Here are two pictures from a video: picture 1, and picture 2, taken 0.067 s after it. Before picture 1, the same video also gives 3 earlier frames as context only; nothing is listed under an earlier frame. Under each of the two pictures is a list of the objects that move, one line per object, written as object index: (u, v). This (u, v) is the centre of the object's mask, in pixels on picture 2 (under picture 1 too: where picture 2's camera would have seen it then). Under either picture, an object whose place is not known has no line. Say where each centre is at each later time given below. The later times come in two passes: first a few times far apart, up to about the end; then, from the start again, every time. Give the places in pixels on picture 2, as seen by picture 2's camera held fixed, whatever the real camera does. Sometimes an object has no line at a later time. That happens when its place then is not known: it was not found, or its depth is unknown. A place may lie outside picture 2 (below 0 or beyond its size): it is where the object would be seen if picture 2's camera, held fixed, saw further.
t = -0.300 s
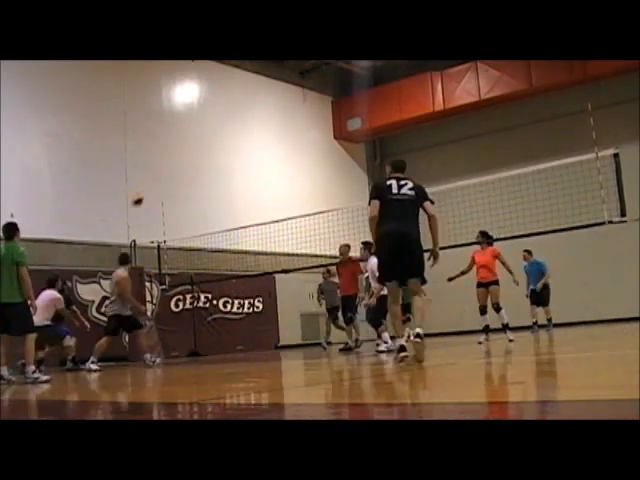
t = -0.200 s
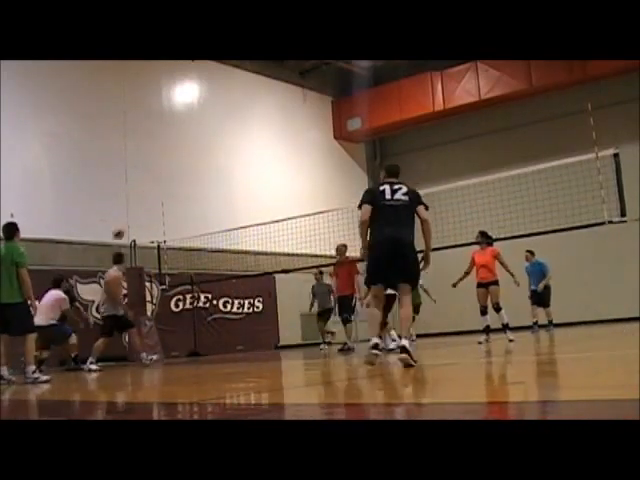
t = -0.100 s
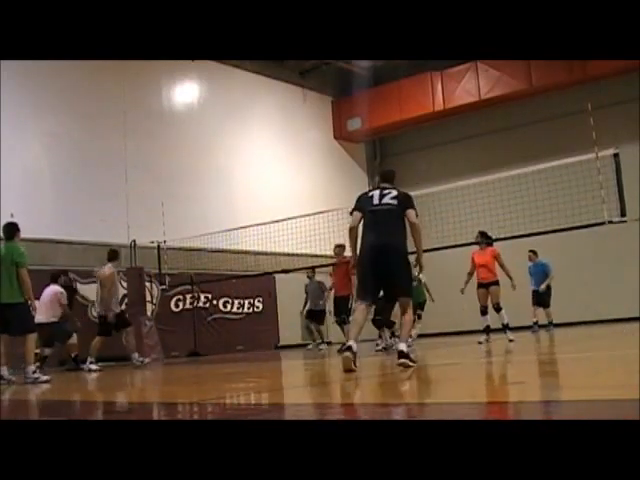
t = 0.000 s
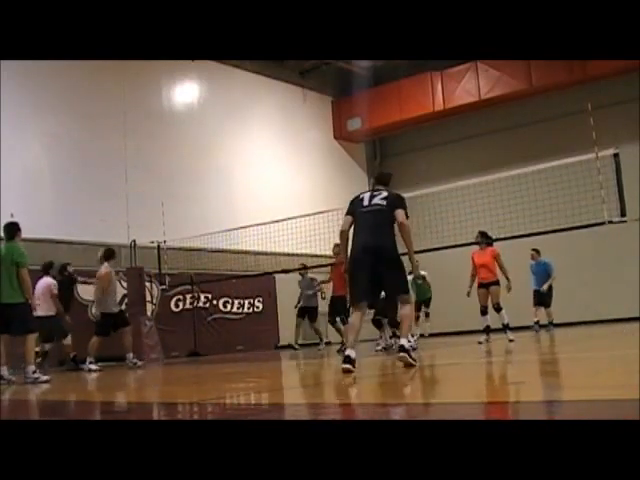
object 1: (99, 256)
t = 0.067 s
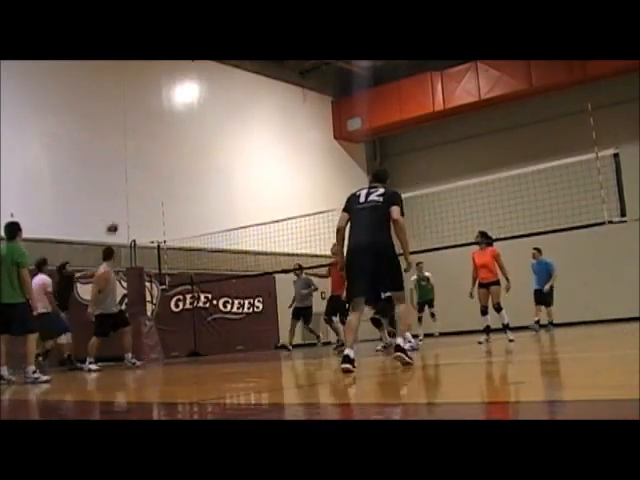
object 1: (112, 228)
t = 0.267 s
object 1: (140, 158)
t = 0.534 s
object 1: (180, 104)
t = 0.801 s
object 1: (217, 93)
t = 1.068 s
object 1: (257, 122)
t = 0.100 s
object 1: (117, 215)
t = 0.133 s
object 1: (121, 202)
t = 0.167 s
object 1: (126, 190)
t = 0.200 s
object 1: (130, 179)
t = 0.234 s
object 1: (135, 168)
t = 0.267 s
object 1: (140, 158)
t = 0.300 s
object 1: (146, 149)
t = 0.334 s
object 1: (151, 140)
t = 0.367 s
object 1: (155, 133)
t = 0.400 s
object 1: (160, 126)
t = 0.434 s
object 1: (164, 120)
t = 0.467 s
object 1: (170, 114)
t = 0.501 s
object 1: (174, 109)
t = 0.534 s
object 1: (180, 104)
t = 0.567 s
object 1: (184, 101)
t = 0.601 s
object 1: (189, 97)
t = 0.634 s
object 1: (194, 95)
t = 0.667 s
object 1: (199, 94)
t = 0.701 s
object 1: (203, 93)
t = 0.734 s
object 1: (208, 92)
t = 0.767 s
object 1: (212, 92)
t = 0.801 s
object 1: (217, 93)
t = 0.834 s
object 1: (222, 94)
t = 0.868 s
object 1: (227, 96)
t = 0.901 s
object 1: (232, 99)
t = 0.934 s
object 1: (237, 103)
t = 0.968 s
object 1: (242, 106)
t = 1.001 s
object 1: (247, 111)
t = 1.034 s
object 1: (252, 116)
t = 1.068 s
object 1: (257, 122)
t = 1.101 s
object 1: (261, 129)
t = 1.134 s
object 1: (267, 136)
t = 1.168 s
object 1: (272, 143)
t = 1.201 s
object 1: (277, 152)
